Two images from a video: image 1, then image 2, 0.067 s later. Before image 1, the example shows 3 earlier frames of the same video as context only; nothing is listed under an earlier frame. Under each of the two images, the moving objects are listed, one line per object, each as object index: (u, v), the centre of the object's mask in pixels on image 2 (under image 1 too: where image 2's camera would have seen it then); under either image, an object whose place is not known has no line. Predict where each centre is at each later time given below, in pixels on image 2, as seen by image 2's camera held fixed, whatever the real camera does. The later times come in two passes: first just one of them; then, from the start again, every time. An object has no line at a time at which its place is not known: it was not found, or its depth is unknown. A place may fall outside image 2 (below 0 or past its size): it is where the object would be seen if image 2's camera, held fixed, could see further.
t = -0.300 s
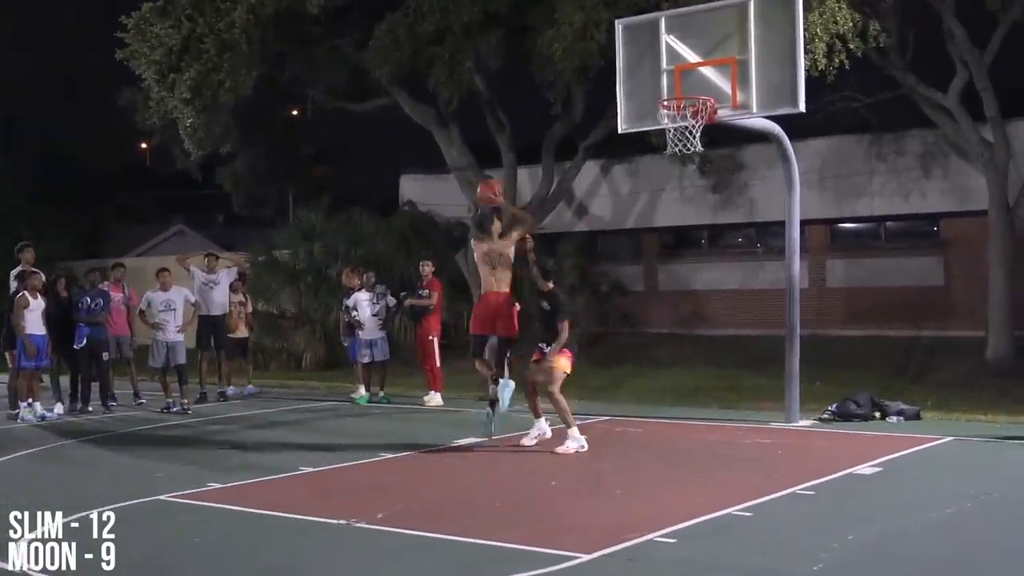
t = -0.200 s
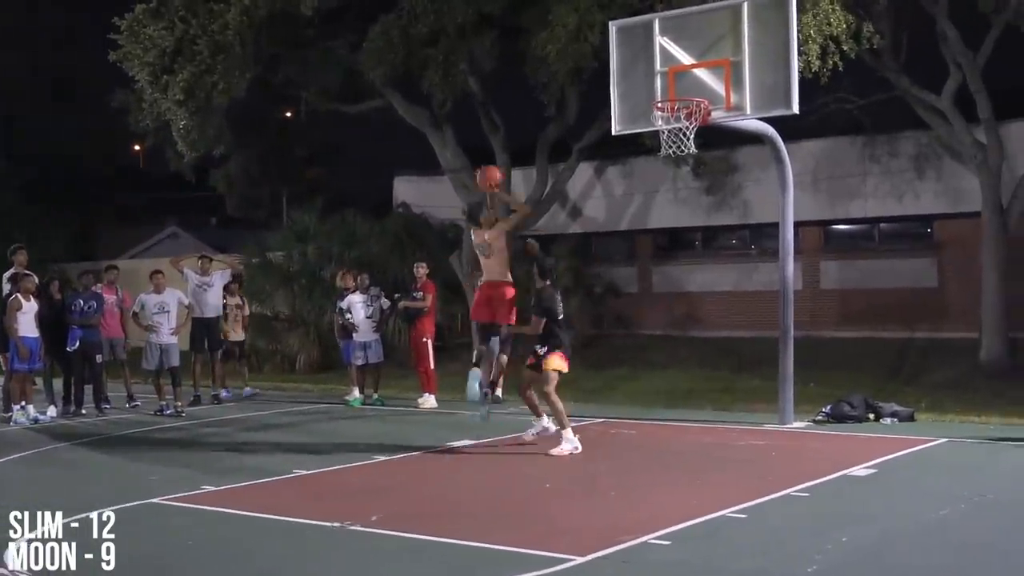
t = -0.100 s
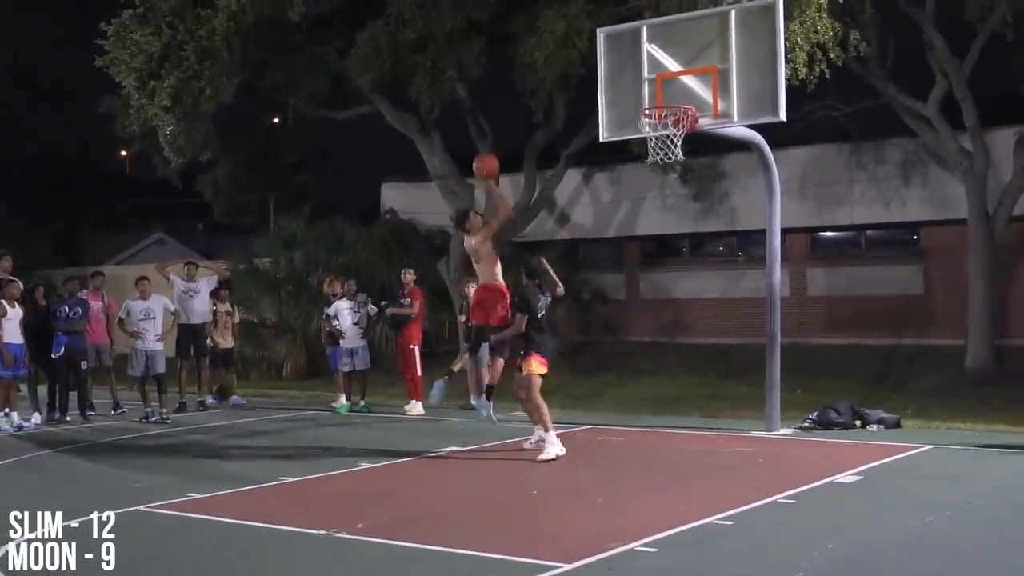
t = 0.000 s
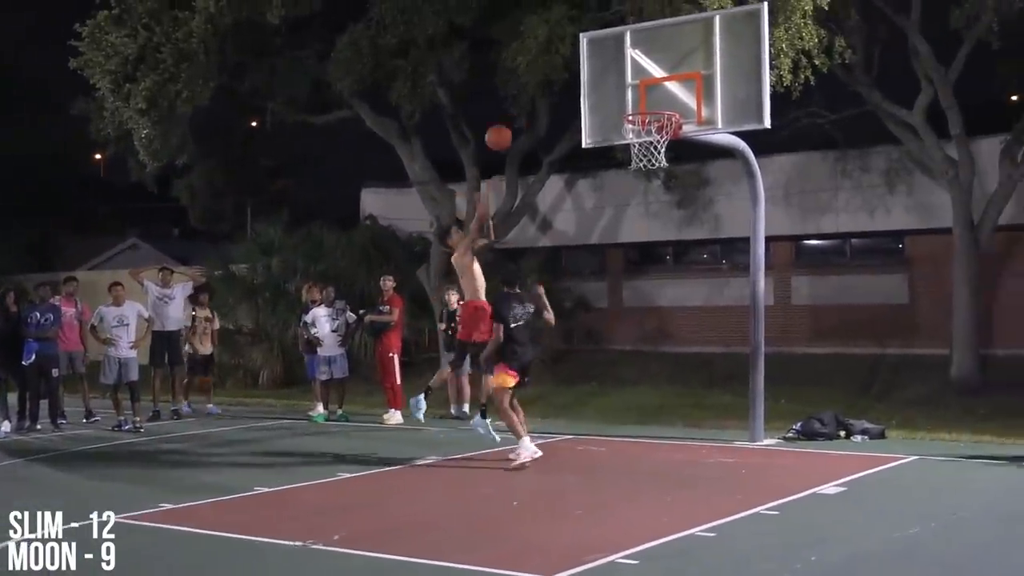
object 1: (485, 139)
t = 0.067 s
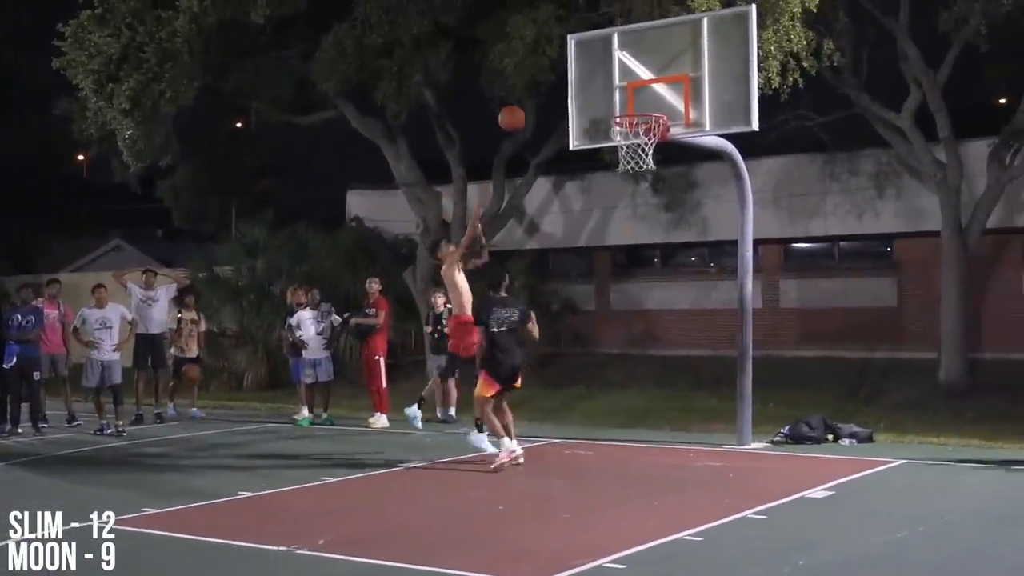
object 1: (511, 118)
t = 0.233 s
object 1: (577, 90)
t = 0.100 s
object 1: (525, 111)
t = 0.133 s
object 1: (538, 104)
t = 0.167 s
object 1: (550, 98)
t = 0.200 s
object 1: (562, 94)
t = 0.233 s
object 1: (577, 90)
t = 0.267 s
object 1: (591, 88)
